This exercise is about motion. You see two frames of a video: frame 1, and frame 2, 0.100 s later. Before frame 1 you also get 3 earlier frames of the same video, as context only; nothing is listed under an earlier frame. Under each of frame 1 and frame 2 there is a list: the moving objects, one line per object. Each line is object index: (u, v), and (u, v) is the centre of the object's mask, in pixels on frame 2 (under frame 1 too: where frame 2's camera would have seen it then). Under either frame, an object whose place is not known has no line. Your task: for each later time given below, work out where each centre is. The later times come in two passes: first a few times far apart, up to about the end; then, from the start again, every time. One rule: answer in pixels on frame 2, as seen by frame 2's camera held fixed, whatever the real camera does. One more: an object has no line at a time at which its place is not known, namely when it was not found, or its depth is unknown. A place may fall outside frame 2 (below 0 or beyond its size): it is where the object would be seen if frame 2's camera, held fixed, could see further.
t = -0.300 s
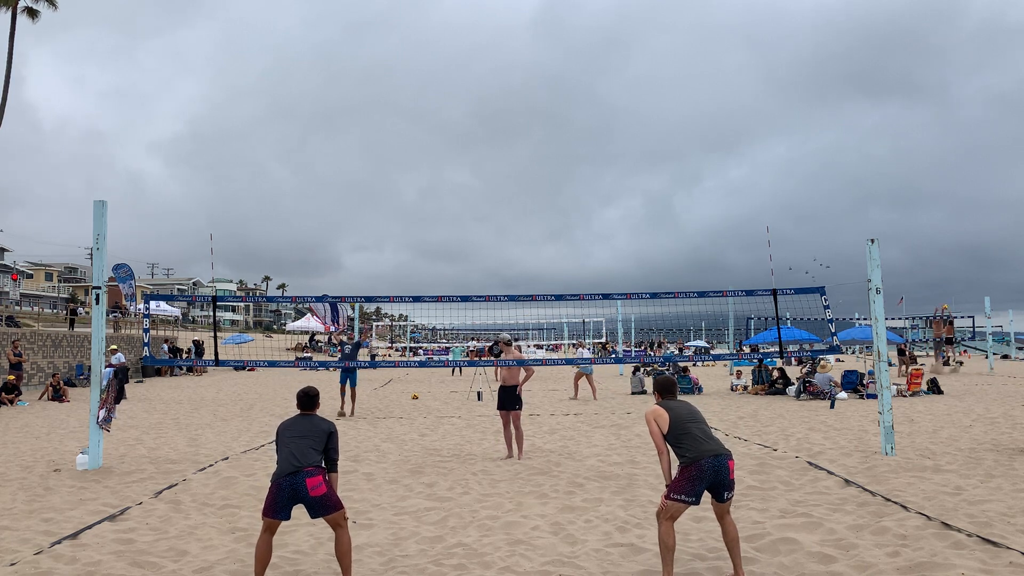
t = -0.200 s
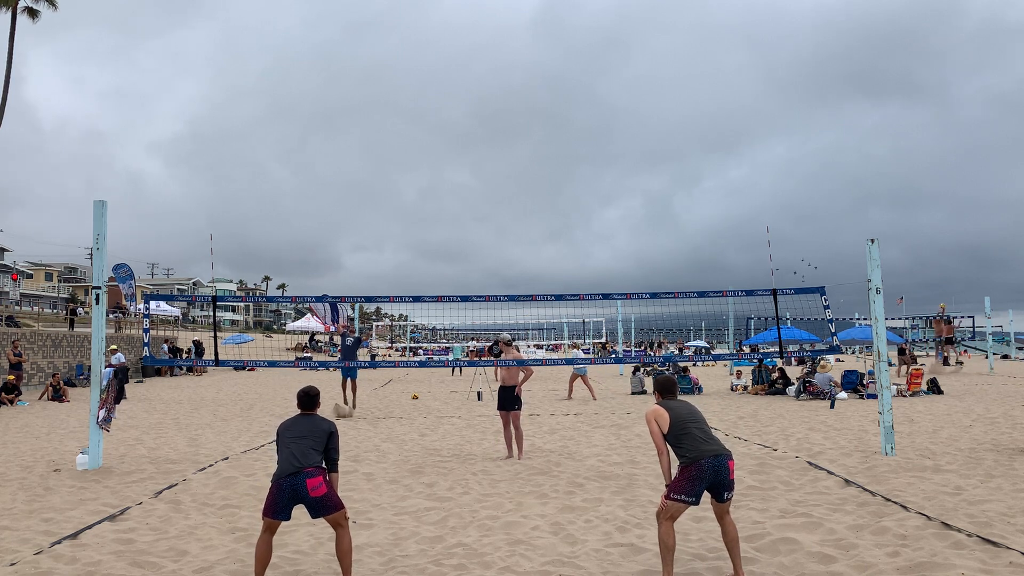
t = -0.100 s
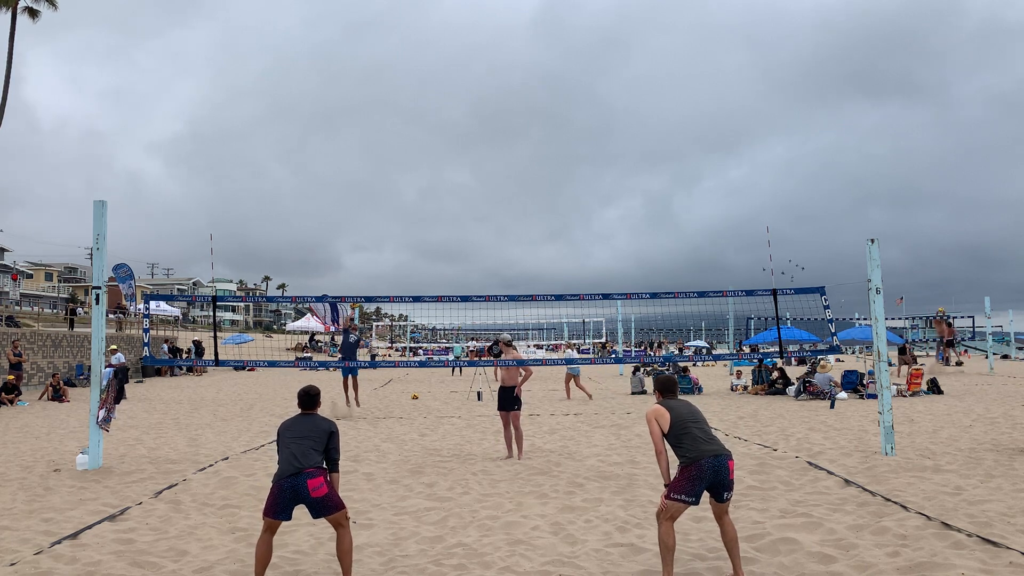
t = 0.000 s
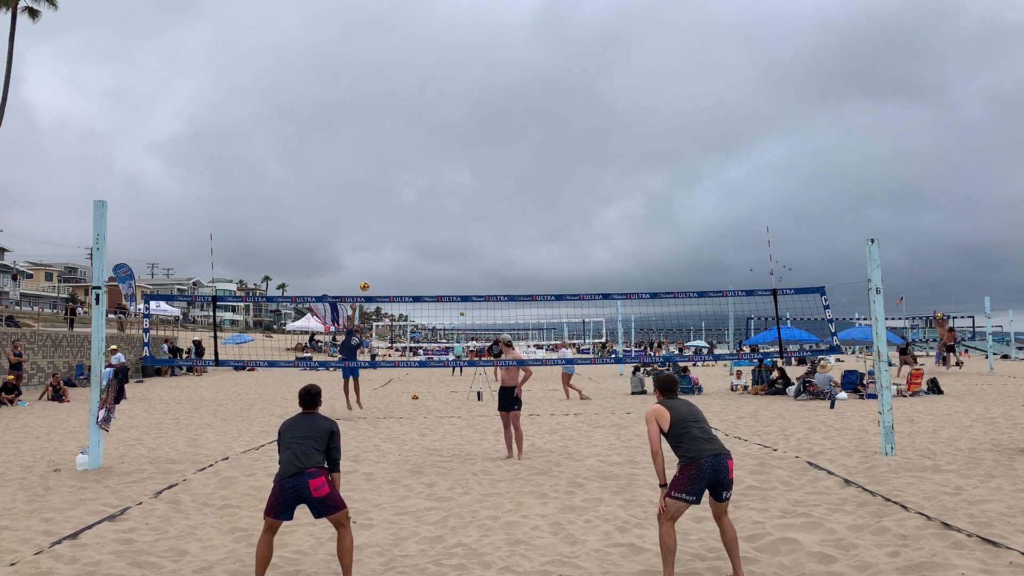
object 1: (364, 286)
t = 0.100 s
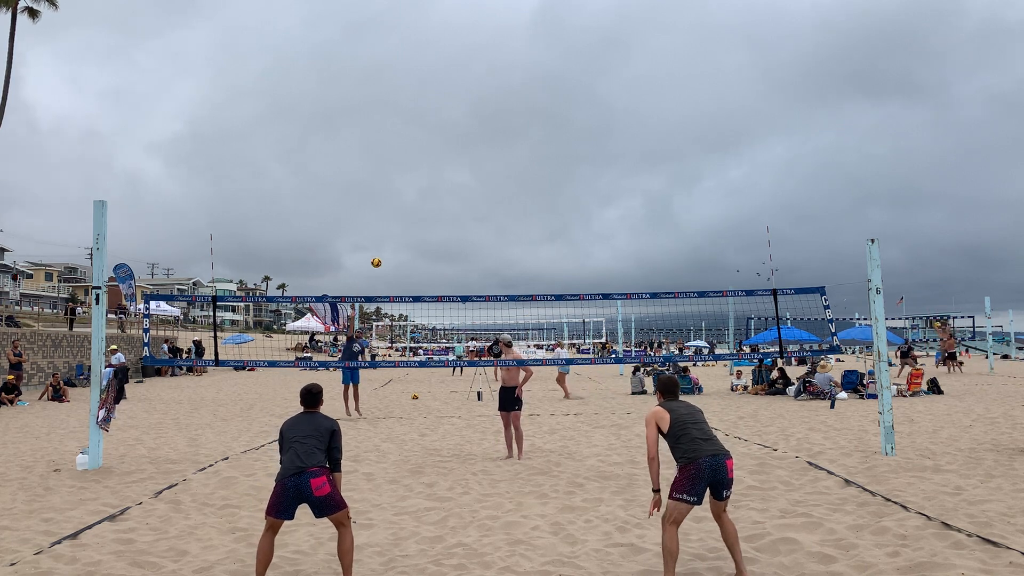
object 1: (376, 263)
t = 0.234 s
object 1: (392, 234)
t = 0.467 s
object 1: (421, 192)
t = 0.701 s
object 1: (460, 175)
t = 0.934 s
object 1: (517, 204)
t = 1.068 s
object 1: (561, 255)
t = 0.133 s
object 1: (380, 255)
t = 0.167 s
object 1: (384, 248)
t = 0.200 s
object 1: (388, 241)
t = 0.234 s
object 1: (392, 234)
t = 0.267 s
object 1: (396, 227)
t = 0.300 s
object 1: (400, 221)
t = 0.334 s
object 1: (404, 214)
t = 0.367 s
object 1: (408, 208)
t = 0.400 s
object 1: (412, 202)
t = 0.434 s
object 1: (417, 197)
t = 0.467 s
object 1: (421, 192)
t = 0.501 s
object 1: (426, 188)
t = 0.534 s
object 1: (431, 184)
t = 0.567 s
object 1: (436, 181)
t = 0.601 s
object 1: (442, 178)
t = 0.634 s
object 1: (448, 176)
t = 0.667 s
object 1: (454, 175)
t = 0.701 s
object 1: (460, 175)
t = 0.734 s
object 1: (467, 176)
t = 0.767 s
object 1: (474, 178)
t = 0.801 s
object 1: (482, 180)
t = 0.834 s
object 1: (490, 184)
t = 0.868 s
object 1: (498, 190)
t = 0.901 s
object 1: (507, 196)
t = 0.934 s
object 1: (517, 204)
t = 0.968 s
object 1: (527, 214)
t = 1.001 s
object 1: (537, 226)
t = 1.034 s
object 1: (549, 239)
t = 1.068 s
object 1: (561, 255)
